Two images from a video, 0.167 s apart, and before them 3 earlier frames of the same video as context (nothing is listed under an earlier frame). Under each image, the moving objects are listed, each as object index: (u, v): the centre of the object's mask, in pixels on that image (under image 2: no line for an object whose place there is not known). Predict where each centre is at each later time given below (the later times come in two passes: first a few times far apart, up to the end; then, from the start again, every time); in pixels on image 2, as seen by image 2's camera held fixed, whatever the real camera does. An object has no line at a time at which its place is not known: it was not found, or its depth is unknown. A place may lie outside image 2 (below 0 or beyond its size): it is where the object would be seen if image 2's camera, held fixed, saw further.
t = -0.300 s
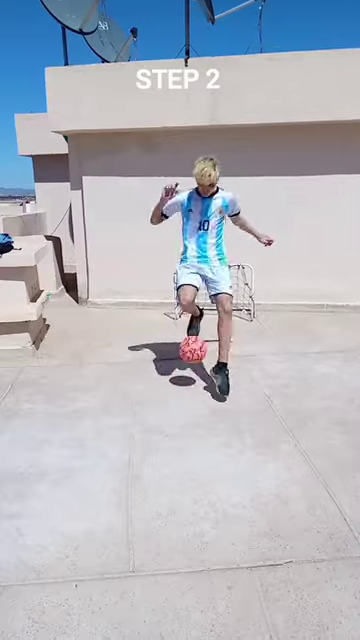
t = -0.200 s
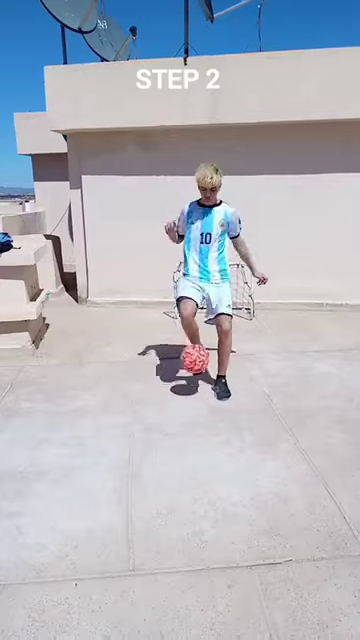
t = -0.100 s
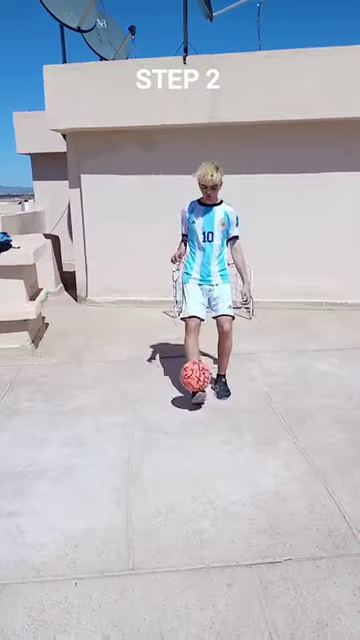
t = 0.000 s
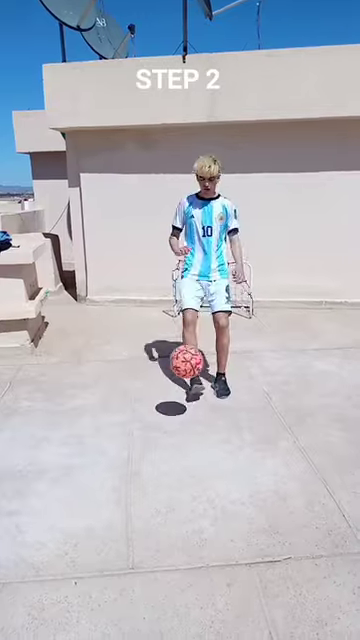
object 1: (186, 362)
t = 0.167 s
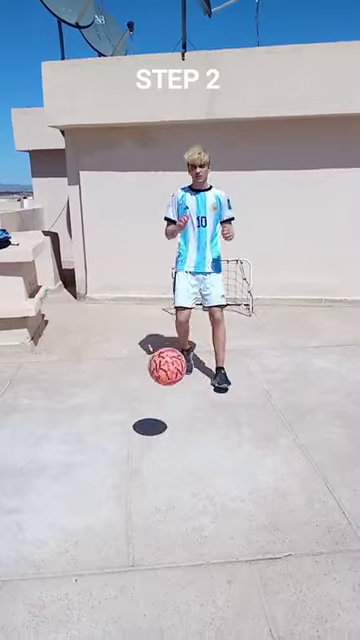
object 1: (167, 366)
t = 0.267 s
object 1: (154, 396)
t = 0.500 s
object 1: (117, 483)
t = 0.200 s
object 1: (163, 374)
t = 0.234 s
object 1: (158, 384)
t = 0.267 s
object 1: (154, 396)
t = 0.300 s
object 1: (149, 410)
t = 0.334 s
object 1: (144, 428)
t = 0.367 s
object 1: (139, 449)
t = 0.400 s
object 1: (133, 473)
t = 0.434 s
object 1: (127, 496)
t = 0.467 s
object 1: (122, 488)
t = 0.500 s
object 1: (117, 483)
